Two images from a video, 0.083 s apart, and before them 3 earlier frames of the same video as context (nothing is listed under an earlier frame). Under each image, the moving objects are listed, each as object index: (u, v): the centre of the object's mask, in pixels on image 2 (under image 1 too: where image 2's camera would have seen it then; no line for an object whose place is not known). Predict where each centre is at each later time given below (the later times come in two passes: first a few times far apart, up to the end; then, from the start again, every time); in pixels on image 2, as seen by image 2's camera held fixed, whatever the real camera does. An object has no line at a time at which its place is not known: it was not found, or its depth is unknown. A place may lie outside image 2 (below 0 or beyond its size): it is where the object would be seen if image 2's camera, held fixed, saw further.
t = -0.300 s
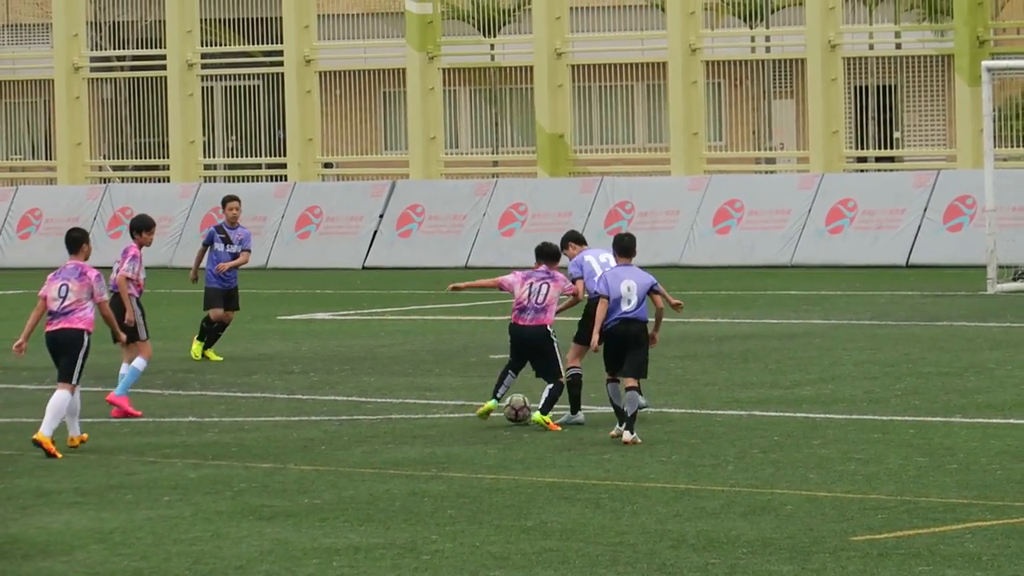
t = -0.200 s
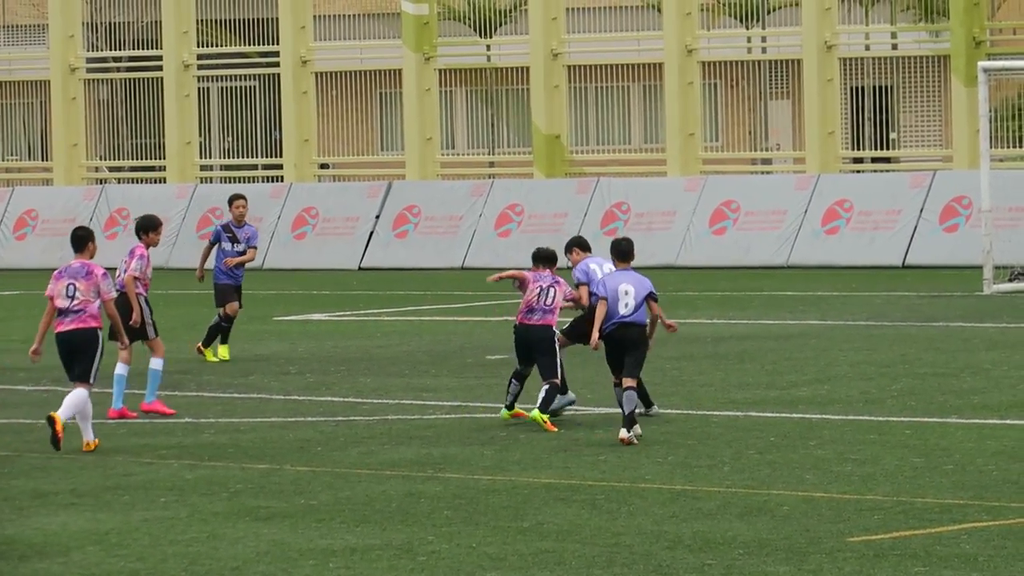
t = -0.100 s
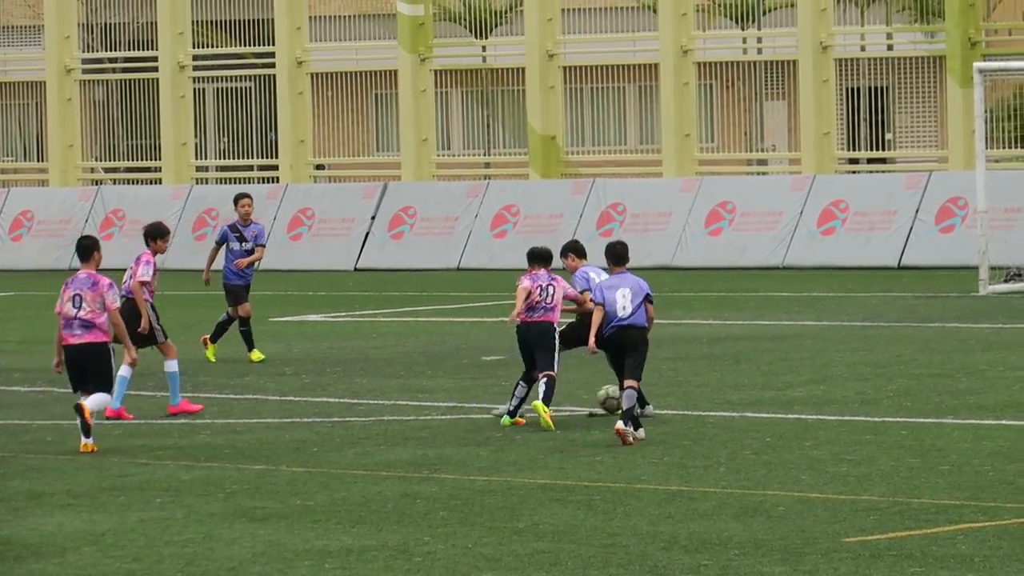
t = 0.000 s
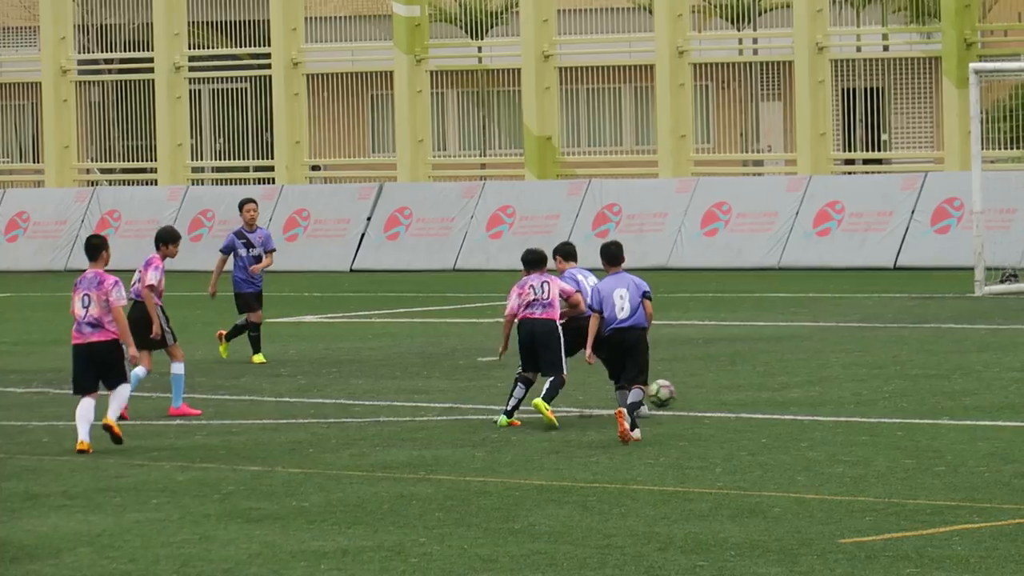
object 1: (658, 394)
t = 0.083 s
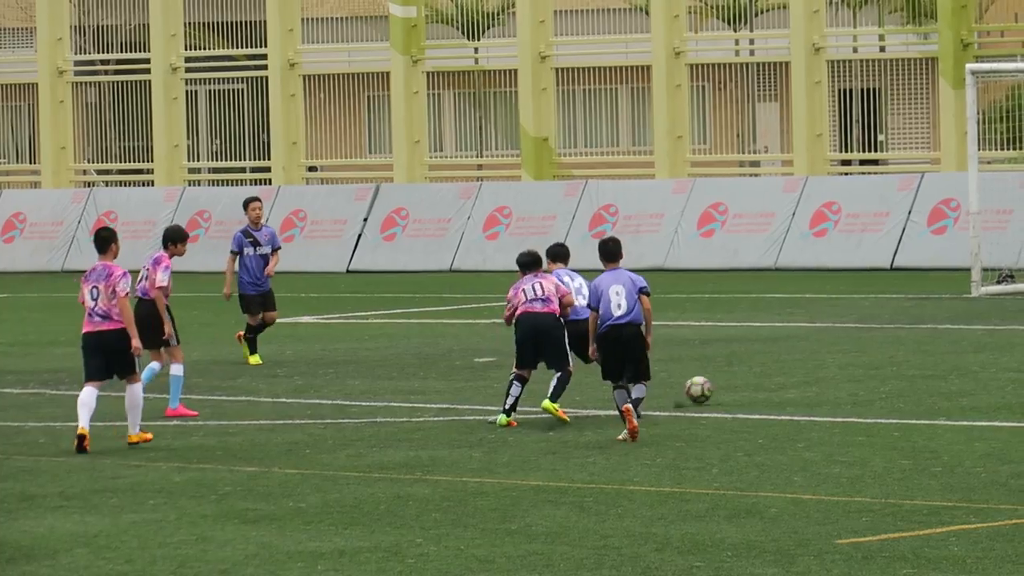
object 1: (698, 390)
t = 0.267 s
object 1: (775, 382)
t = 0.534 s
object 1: (863, 374)
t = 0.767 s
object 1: (933, 368)
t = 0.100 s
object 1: (706, 388)
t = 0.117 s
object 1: (713, 387)
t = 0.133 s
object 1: (721, 386)
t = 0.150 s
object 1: (728, 386)
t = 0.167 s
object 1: (736, 386)
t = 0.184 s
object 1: (743, 387)
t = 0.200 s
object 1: (750, 387)
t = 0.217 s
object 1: (757, 385)
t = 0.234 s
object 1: (763, 384)
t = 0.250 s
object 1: (769, 383)
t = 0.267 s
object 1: (775, 382)
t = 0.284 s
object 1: (781, 381)
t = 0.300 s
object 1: (787, 381)
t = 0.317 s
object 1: (793, 381)
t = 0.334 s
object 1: (799, 381)
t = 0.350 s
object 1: (804, 380)
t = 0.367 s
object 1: (810, 379)
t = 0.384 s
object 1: (816, 379)
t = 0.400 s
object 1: (821, 378)
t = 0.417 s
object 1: (826, 378)
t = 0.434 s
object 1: (832, 377)
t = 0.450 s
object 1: (837, 377)
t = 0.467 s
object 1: (842, 376)
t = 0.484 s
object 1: (847, 376)
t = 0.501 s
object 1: (853, 376)
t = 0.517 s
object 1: (857, 375)
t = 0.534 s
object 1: (863, 374)
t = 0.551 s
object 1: (868, 374)
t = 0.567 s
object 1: (872, 373)
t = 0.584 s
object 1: (878, 373)
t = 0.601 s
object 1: (883, 372)
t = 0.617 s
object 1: (888, 372)
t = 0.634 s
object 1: (893, 372)
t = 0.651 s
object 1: (898, 372)
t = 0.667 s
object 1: (903, 371)
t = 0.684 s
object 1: (908, 370)
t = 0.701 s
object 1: (913, 370)
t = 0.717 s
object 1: (918, 370)
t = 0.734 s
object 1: (923, 369)
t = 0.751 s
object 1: (928, 368)
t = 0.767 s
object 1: (933, 368)
